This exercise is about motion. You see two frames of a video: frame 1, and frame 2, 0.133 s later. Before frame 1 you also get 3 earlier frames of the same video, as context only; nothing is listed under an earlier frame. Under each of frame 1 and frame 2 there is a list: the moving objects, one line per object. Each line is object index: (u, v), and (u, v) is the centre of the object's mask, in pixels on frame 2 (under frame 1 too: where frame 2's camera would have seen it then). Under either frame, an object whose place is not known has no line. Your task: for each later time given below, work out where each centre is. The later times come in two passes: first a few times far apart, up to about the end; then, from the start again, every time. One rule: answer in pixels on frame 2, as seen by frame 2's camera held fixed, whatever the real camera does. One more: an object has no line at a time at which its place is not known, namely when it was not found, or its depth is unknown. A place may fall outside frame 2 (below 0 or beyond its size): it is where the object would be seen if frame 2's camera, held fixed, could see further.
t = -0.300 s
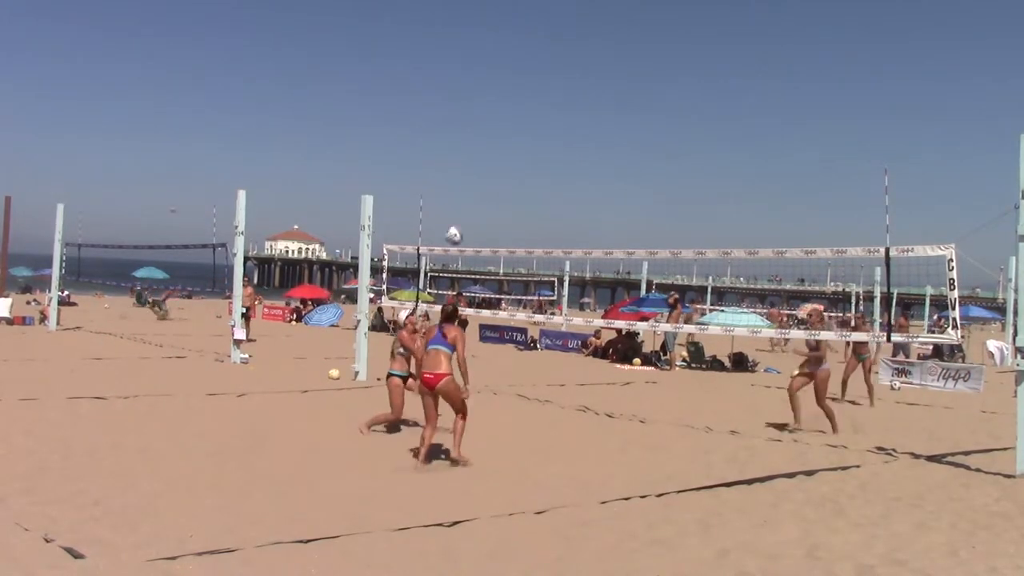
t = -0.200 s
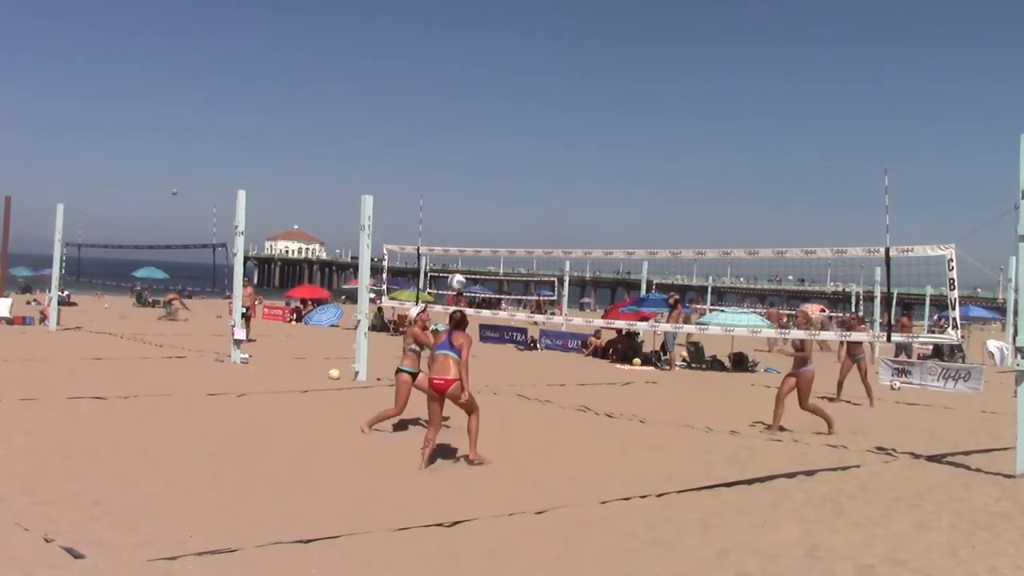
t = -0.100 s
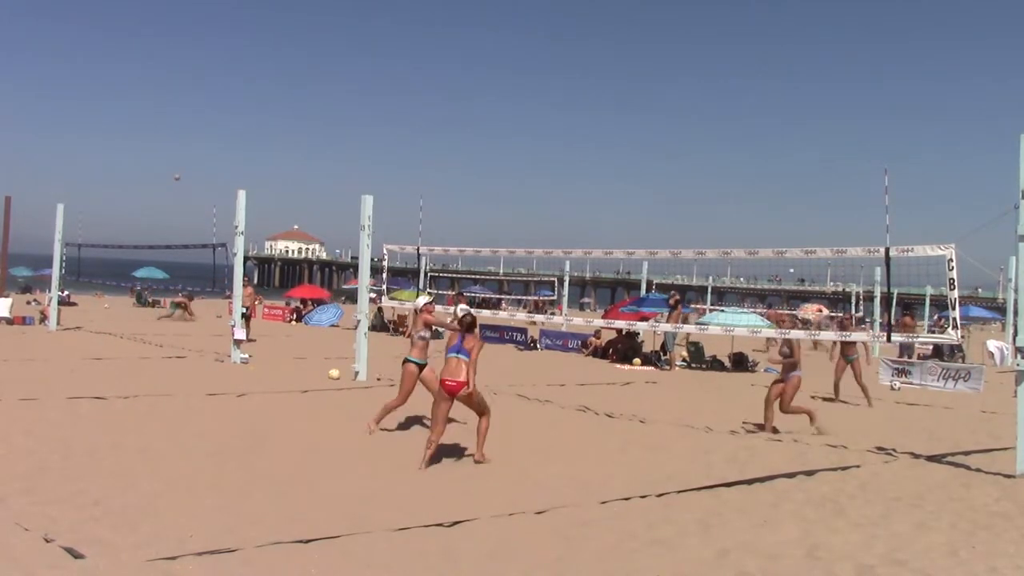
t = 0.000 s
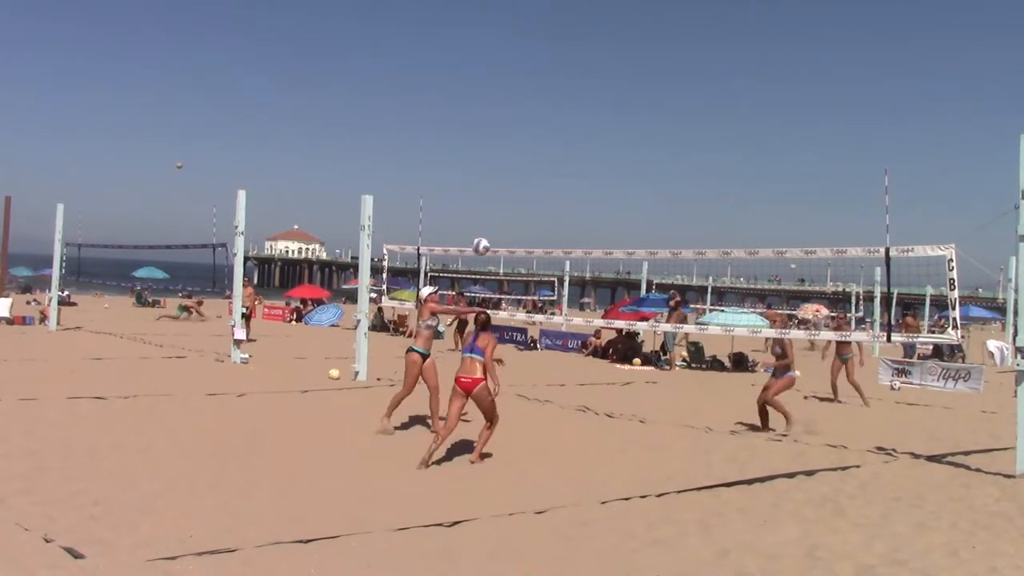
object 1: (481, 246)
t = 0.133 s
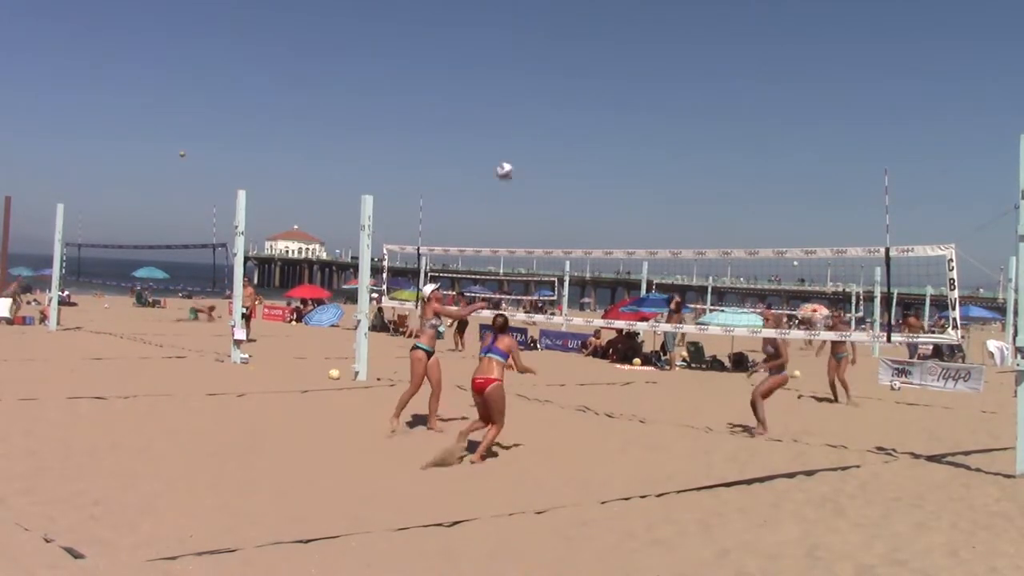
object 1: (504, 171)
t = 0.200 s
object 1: (517, 140)
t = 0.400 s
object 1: (553, 70)
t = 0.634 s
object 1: (593, 32)
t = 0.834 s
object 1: (626, 34)
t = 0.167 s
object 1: (511, 155)
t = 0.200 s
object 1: (517, 140)
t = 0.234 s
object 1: (522, 126)
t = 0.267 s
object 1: (529, 113)
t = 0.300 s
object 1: (535, 101)
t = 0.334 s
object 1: (541, 90)
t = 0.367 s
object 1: (547, 79)
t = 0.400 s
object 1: (553, 70)
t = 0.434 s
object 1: (559, 62)
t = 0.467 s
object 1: (564, 55)
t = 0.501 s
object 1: (570, 48)
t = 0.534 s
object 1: (575, 42)
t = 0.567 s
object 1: (581, 38)
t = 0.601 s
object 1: (587, 34)
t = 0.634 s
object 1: (593, 32)
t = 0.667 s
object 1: (599, 30)
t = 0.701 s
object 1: (604, 28)
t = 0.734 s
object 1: (610, 28)
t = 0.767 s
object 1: (615, 29)
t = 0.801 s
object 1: (621, 31)
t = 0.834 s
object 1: (626, 34)
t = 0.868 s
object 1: (631, 38)
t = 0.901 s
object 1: (636, 42)
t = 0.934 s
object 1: (642, 47)
